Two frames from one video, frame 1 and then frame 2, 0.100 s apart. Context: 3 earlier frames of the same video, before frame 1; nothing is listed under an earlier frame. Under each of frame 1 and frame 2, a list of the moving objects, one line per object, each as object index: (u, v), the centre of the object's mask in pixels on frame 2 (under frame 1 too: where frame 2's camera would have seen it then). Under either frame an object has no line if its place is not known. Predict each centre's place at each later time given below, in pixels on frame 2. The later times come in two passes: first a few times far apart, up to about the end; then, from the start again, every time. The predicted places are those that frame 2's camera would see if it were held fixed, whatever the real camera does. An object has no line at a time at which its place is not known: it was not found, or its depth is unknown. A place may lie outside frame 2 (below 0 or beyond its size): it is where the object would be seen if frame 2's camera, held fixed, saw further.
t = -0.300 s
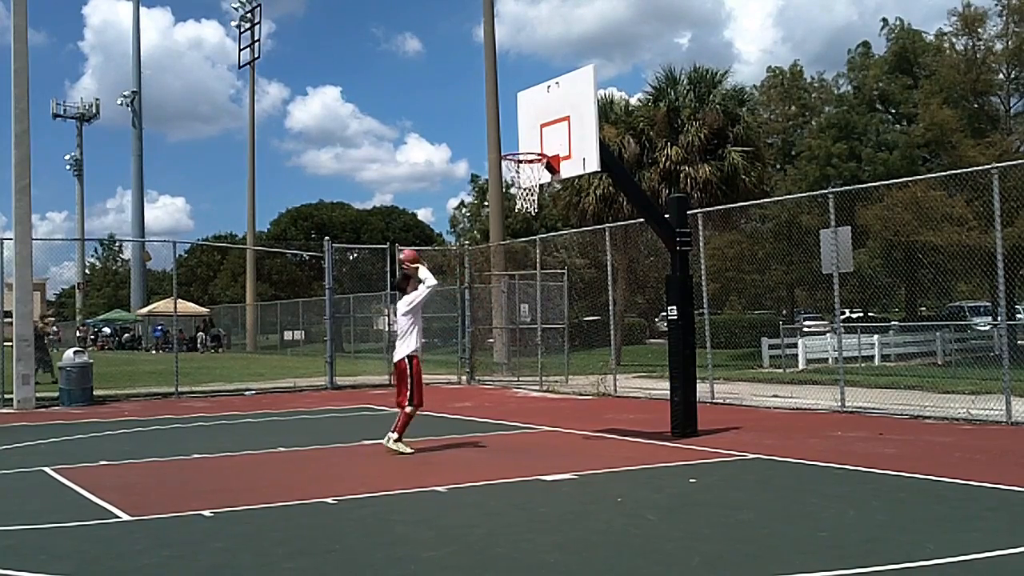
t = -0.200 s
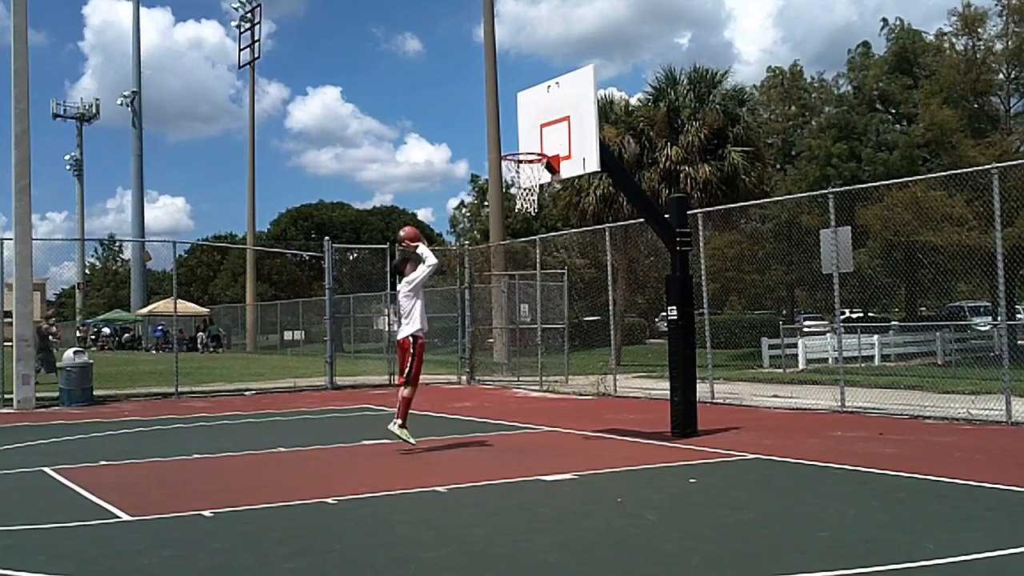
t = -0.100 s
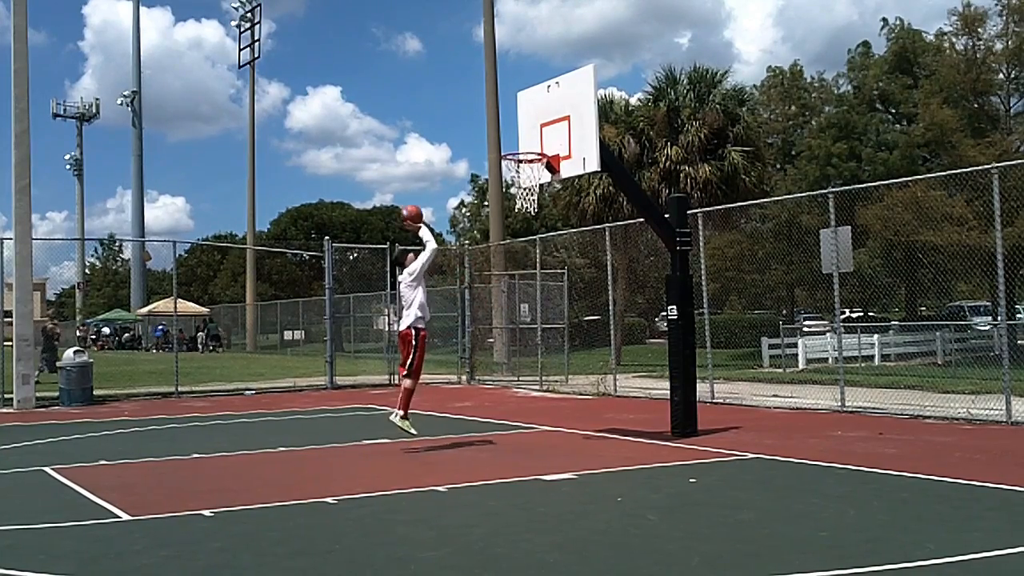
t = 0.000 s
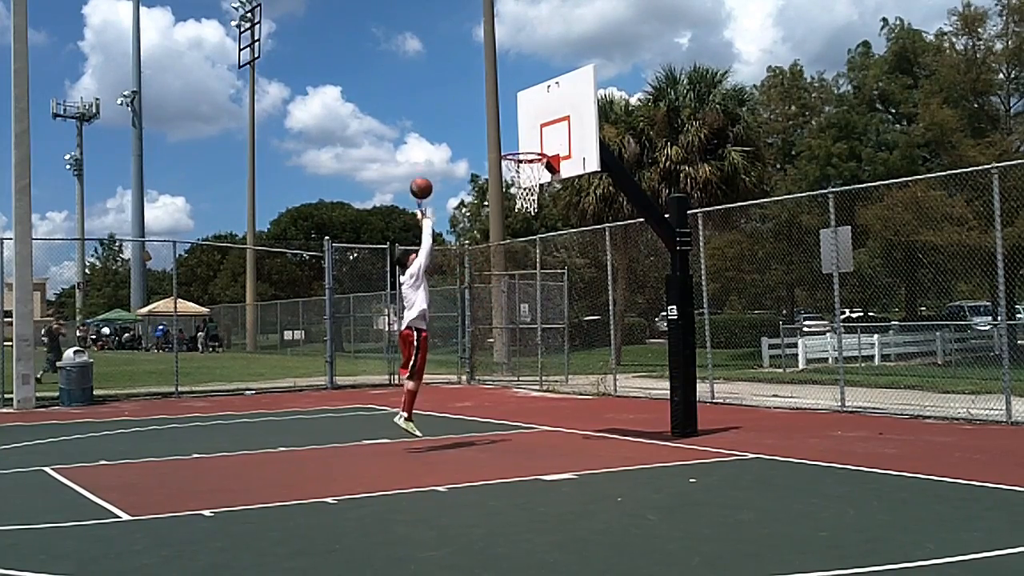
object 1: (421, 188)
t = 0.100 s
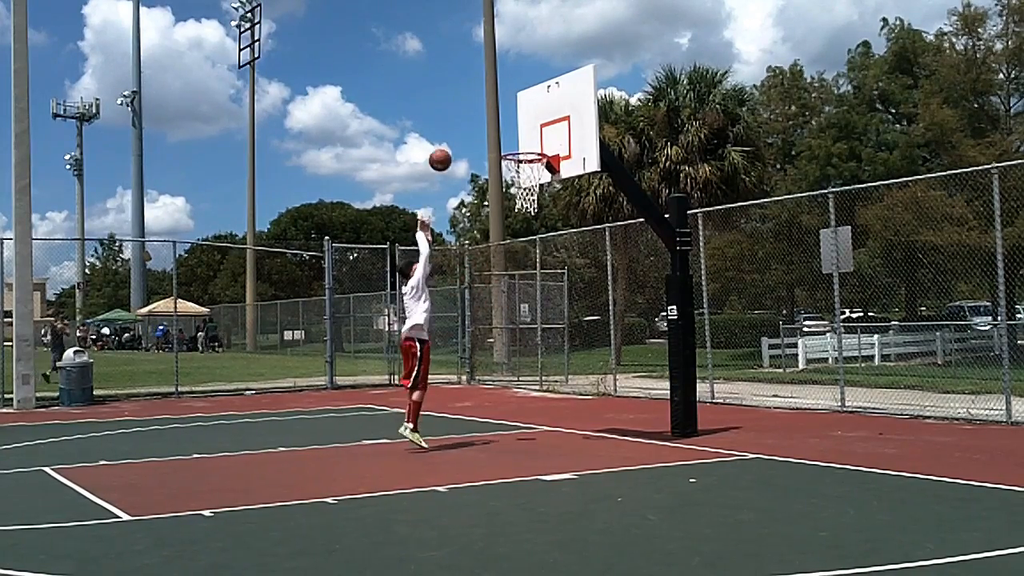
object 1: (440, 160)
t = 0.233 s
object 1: (466, 137)
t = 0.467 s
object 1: (511, 135)
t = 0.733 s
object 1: (508, 173)
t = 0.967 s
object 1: (497, 185)
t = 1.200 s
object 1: (505, 239)
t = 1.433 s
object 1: (512, 342)
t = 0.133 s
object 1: (446, 152)
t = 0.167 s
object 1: (453, 146)
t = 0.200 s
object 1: (459, 141)
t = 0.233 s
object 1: (466, 137)
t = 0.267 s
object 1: (472, 134)
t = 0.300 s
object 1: (478, 131)
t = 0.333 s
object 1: (484, 130)
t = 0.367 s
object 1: (491, 130)
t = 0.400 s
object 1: (498, 130)
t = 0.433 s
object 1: (505, 132)
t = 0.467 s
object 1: (511, 135)
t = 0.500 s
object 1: (518, 139)
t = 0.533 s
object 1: (524, 143)
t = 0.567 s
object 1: (531, 145)
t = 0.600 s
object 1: (534, 155)
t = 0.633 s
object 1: (528, 161)
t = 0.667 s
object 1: (521, 165)
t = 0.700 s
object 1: (514, 169)
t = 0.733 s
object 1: (508, 173)
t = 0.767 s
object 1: (504, 175)
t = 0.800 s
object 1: (502, 175)
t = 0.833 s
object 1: (501, 176)
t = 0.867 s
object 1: (500, 178)
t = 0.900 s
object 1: (499, 180)
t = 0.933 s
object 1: (498, 182)
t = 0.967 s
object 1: (497, 185)
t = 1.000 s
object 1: (500, 194)
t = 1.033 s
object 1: (500, 200)
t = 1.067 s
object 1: (501, 205)
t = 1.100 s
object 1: (502, 211)
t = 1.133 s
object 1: (502, 219)
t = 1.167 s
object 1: (503, 229)
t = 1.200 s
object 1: (505, 239)
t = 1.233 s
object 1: (505, 250)
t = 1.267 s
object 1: (506, 263)
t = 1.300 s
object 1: (508, 277)
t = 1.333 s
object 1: (509, 292)
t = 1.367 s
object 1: (510, 307)
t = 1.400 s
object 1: (511, 324)
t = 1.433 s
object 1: (512, 342)
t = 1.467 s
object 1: (513, 361)
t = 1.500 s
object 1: (514, 381)
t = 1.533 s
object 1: (515, 402)
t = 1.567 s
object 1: (516, 424)
